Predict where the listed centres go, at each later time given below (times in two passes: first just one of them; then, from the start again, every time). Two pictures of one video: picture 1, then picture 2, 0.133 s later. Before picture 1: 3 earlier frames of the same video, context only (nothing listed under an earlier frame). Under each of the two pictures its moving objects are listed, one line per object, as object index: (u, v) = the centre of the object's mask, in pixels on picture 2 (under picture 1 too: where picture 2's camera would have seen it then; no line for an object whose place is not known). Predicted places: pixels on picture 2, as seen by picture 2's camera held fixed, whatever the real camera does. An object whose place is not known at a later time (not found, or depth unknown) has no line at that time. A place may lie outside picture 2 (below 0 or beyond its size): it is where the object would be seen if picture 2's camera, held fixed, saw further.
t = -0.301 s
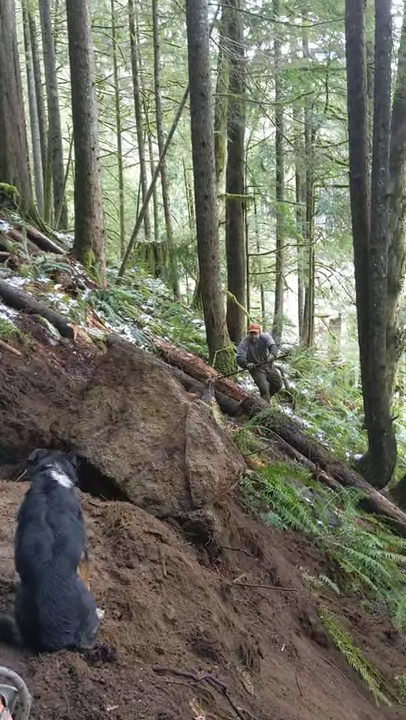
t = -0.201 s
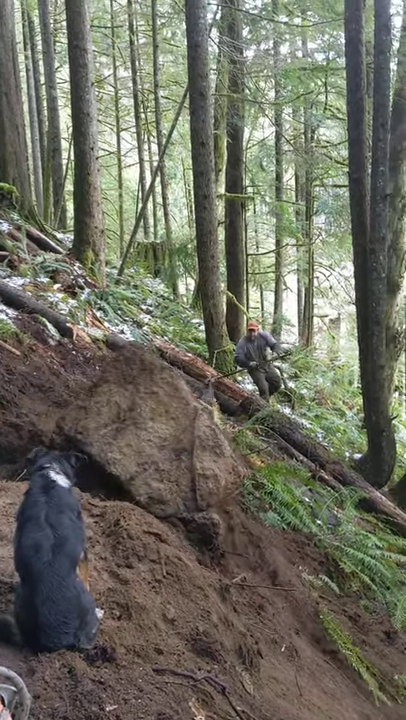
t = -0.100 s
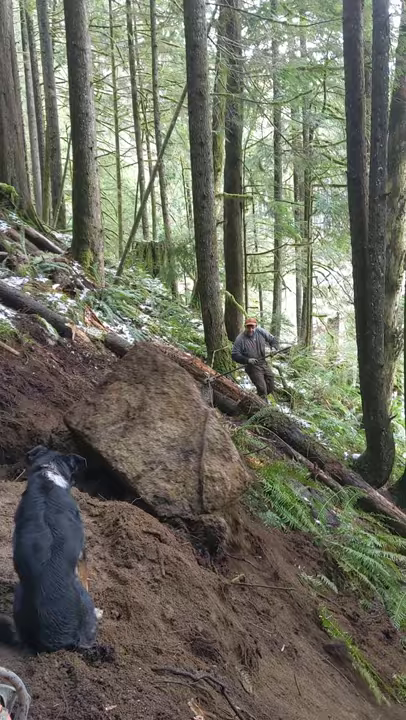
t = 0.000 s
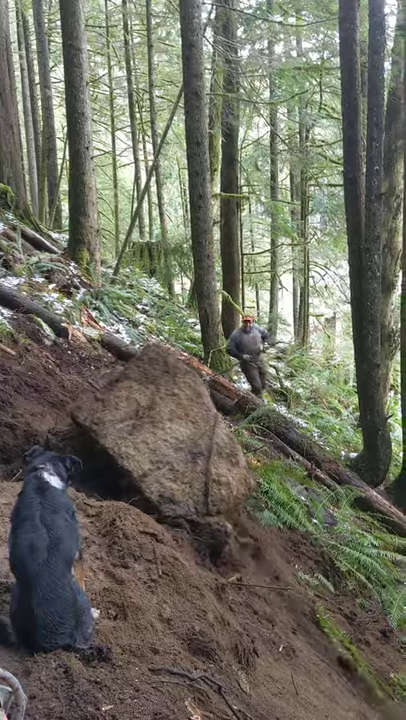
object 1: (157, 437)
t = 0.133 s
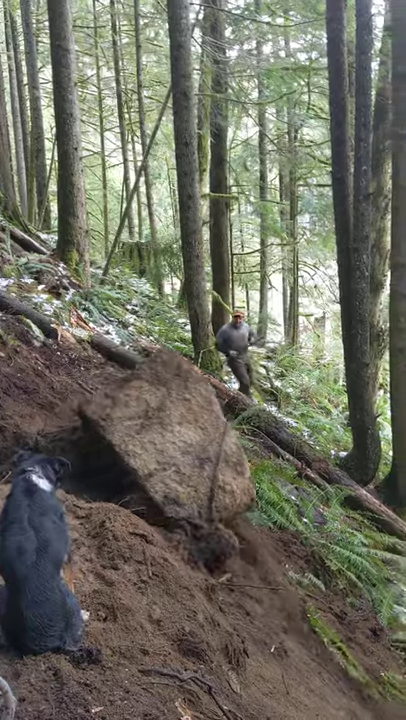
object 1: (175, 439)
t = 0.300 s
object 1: (190, 447)
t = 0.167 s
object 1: (180, 440)
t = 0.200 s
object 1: (176, 444)
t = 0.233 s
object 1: (180, 445)
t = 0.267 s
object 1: (184, 447)
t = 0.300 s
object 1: (190, 447)
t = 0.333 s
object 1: (195, 448)
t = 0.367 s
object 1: (200, 449)
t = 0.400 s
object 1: (203, 451)
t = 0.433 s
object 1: (209, 453)
